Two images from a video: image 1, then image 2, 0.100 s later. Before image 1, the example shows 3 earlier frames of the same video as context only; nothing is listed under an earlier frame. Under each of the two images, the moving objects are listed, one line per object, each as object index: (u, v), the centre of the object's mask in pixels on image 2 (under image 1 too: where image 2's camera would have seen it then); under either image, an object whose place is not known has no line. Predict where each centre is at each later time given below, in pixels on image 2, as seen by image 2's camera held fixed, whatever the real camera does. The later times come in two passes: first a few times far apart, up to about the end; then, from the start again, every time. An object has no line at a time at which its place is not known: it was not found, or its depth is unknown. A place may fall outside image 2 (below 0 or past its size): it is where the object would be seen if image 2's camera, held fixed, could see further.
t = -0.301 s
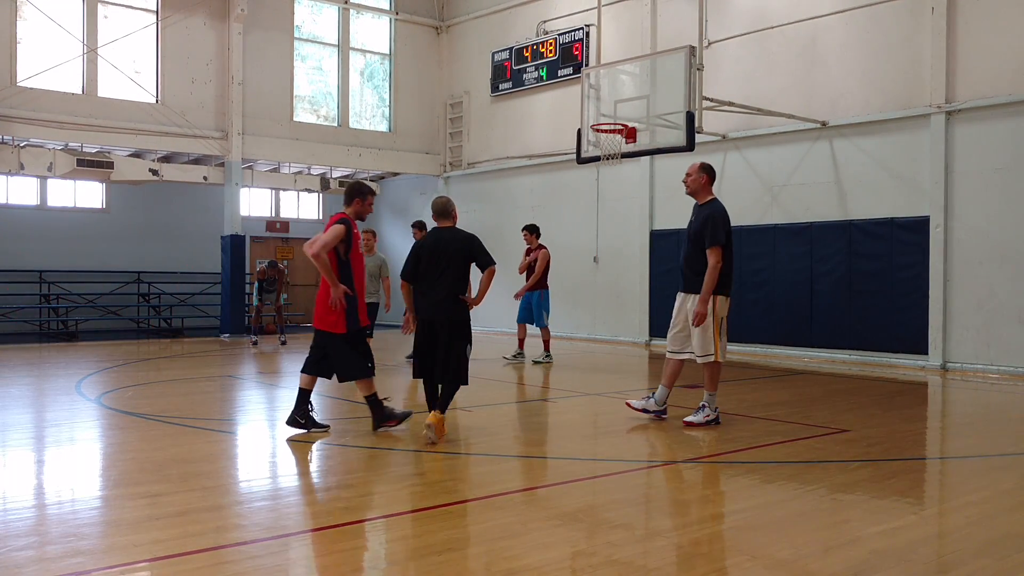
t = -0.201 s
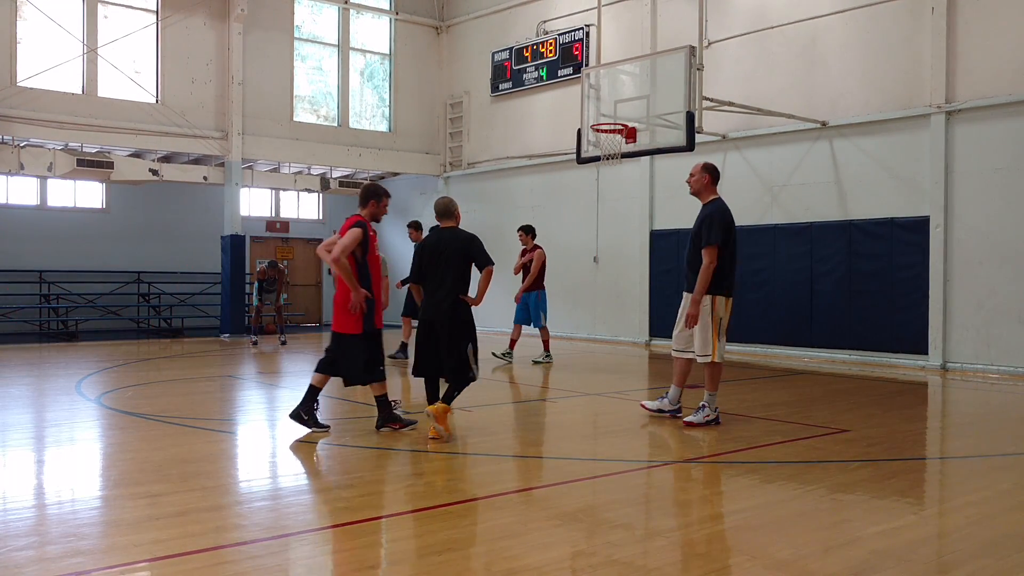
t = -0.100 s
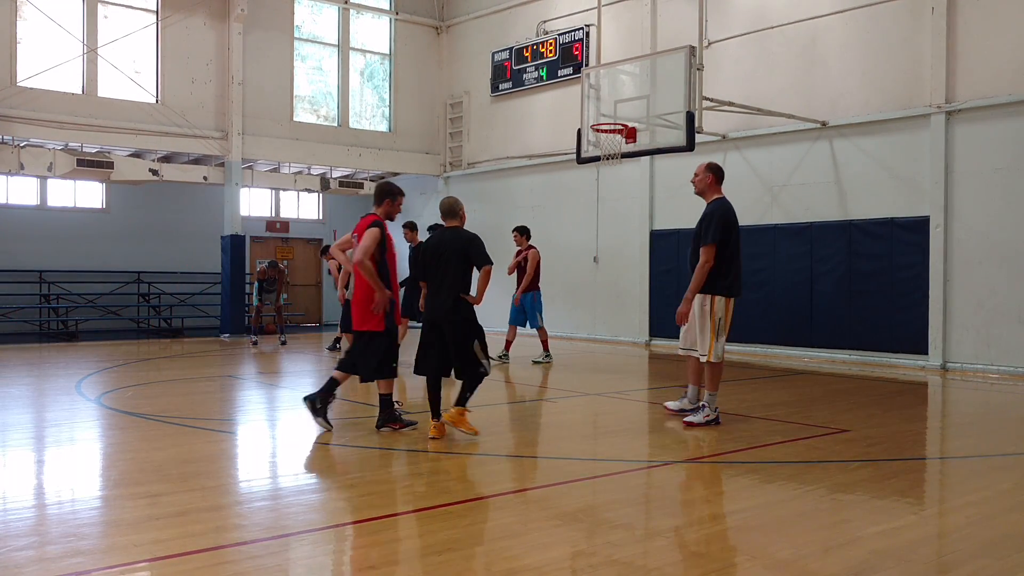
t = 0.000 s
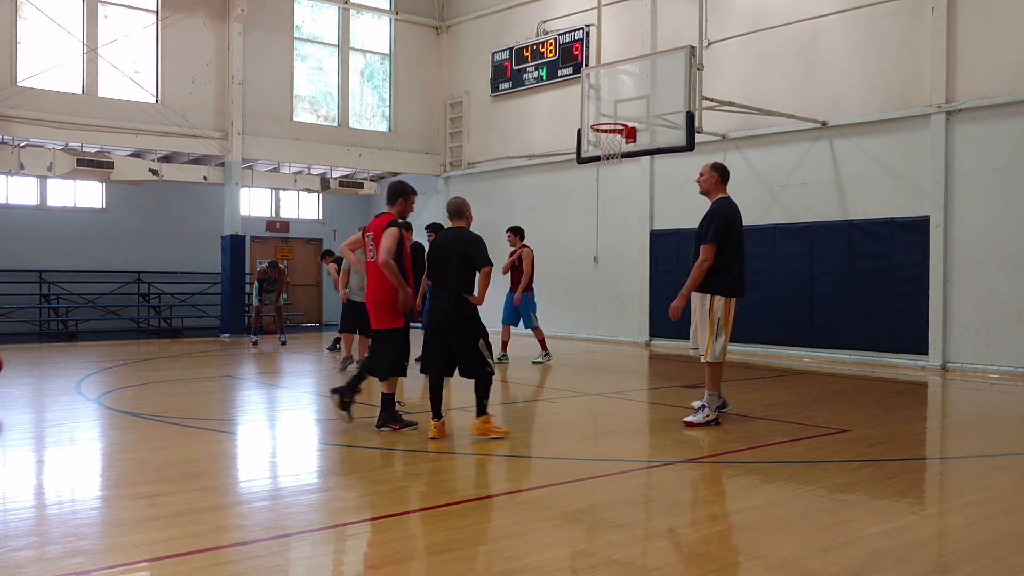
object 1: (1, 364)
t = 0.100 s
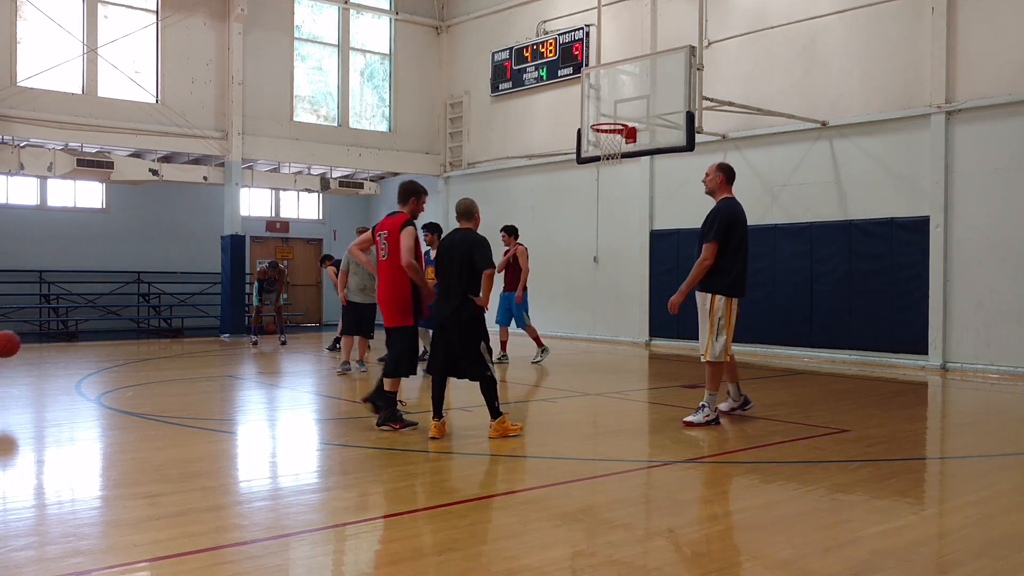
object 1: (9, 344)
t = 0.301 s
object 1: (39, 337)
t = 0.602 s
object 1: (88, 371)
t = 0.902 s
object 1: (132, 355)
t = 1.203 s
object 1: (174, 361)
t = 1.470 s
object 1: (209, 378)
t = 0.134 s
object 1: (12, 340)
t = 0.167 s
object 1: (16, 337)
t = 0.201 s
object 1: (22, 335)
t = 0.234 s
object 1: (28, 335)
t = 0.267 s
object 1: (33, 335)
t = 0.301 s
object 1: (39, 337)
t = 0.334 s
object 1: (45, 340)
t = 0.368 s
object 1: (50, 344)
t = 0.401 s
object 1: (56, 350)
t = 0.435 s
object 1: (61, 357)
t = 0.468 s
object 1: (67, 365)
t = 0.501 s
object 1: (72, 374)
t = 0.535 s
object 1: (78, 384)
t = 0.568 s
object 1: (83, 379)
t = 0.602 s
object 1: (88, 371)
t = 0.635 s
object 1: (93, 365)
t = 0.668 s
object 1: (98, 359)
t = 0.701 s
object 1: (103, 355)
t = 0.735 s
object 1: (108, 352)
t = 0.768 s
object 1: (113, 350)
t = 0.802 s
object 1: (117, 350)
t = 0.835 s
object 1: (122, 350)
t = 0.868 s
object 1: (127, 352)
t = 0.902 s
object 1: (132, 355)
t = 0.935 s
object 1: (137, 359)
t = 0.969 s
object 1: (141, 364)
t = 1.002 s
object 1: (146, 371)
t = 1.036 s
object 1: (151, 378)
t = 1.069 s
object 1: (155, 379)
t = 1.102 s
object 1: (160, 373)
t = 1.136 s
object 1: (165, 368)
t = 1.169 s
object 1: (169, 363)
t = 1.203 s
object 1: (174, 361)
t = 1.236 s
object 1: (178, 359)
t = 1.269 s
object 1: (183, 358)
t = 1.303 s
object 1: (187, 359)
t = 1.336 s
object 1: (192, 361)
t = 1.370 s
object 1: (196, 363)
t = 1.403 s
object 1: (201, 367)
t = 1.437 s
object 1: (205, 372)
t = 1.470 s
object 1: (209, 378)
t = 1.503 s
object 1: (213, 374)
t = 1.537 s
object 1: (218, 370)
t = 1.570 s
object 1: (222, 367)
